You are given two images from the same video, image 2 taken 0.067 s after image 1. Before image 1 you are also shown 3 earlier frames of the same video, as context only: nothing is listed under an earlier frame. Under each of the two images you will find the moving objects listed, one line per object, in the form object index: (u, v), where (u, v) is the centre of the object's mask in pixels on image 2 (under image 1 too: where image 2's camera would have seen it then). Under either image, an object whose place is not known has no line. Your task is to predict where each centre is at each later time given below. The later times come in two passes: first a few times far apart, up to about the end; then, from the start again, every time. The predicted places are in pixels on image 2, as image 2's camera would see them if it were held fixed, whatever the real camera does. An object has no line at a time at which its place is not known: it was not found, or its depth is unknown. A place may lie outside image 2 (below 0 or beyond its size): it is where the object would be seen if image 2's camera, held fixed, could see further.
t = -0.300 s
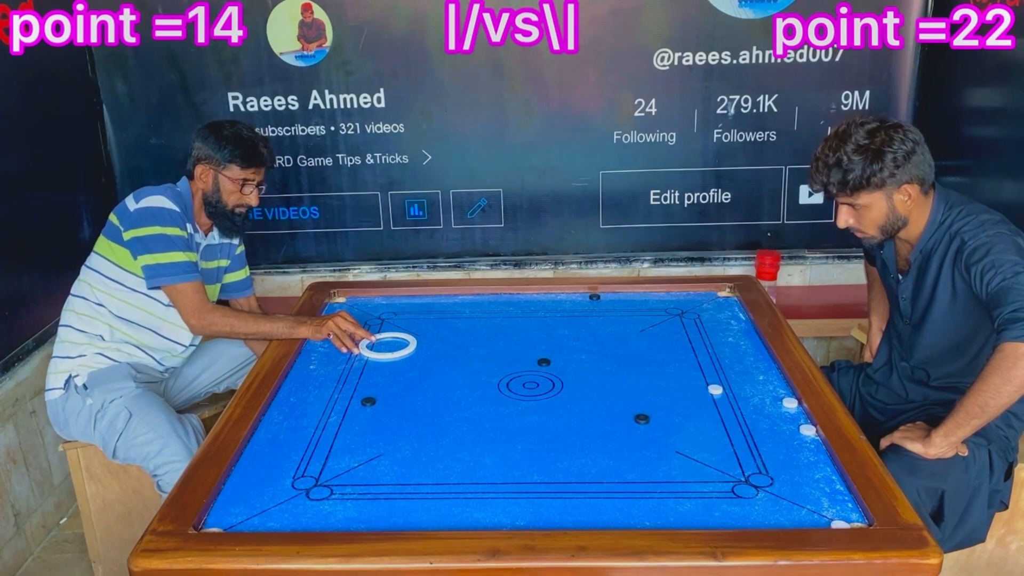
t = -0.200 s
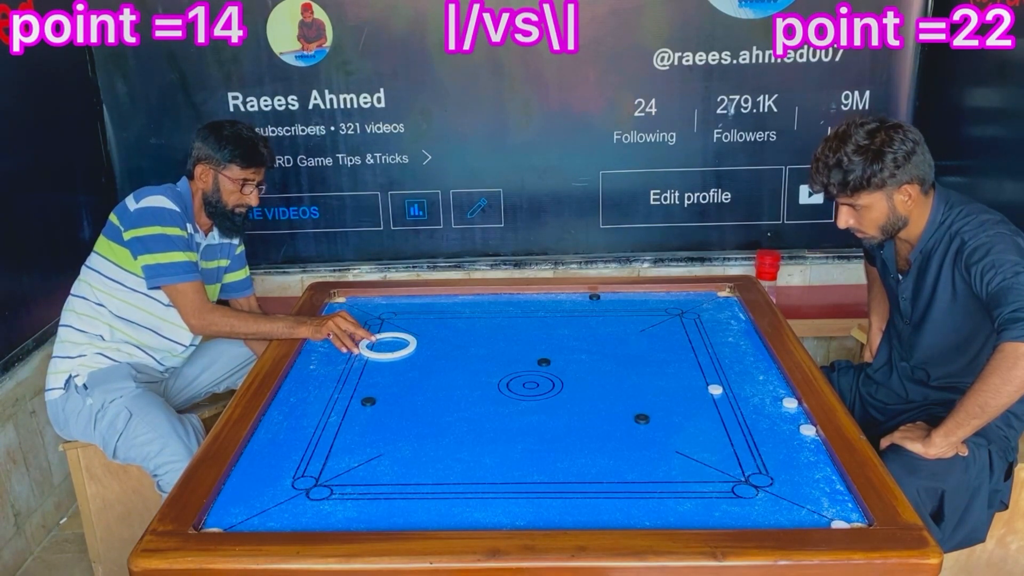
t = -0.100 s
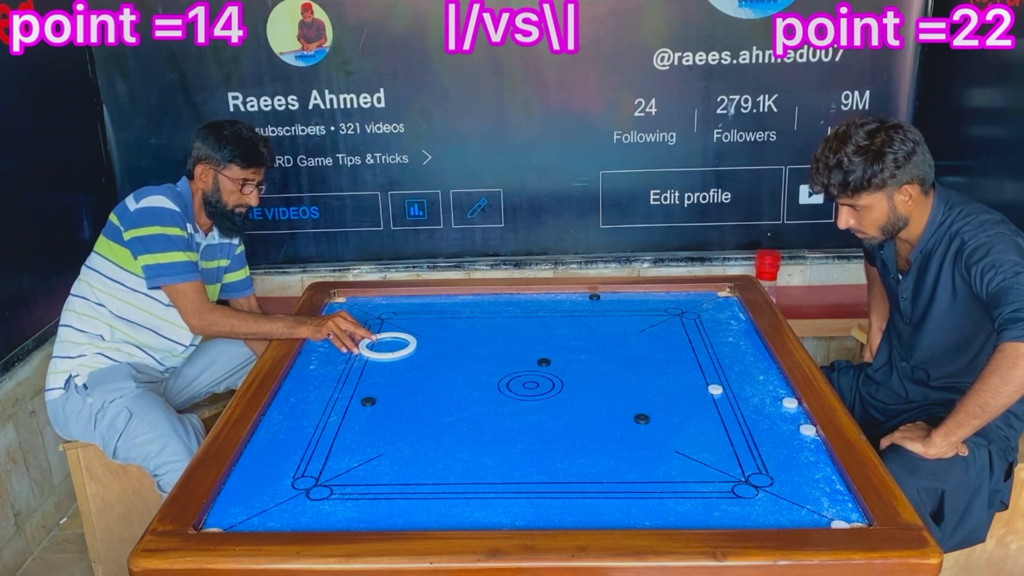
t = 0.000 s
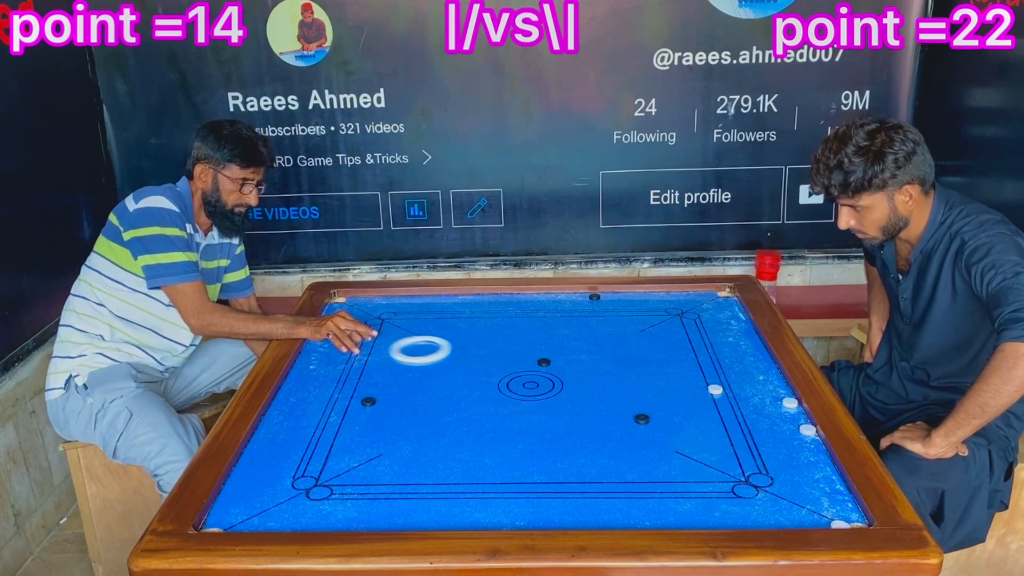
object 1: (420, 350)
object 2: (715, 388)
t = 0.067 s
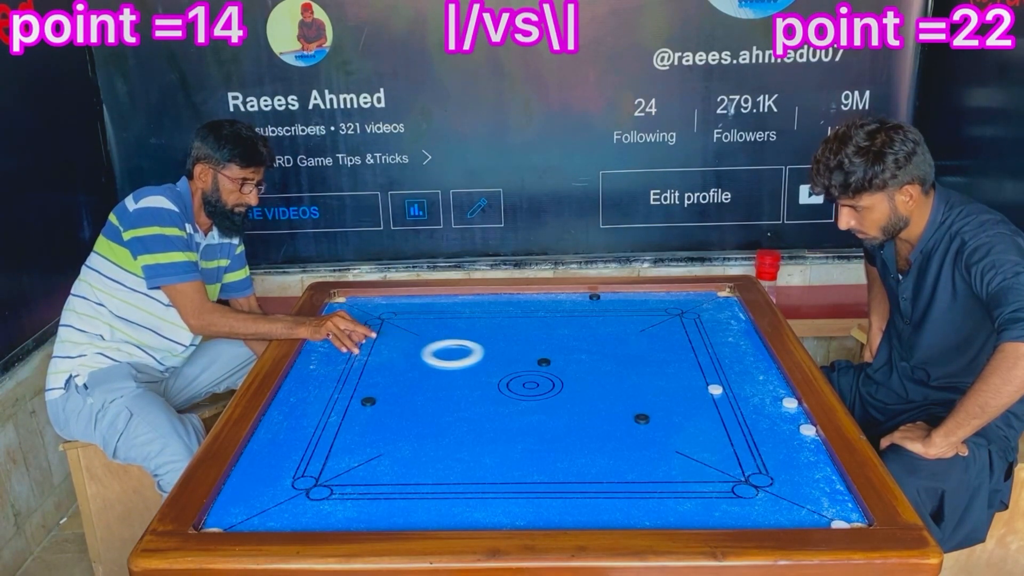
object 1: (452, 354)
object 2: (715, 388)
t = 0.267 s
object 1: (545, 365)
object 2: (715, 388)
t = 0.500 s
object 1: (645, 378)
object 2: (715, 388)
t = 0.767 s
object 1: (741, 388)
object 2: (774, 405)
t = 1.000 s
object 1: (742, 388)
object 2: (778, 436)
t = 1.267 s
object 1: (716, 387)
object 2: (777, 476)
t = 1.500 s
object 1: (700, 386)
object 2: (775, 512)
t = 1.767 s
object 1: (685, 385)
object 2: (766, 517)
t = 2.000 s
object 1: (676, 384)
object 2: (754, 494)
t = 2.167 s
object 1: (672, 384)
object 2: (746, 482)
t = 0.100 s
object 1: (469, 356)
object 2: (715, 388)
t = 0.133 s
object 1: (485, 358)
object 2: (715, 388)
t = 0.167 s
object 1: (502, 360)
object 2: (715, 388)
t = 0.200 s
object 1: (517, 362)
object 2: (715, 388)
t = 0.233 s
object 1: (531, 363)
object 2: (715, 388)
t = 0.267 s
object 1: (545, 365)
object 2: (715, 388)
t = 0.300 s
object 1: (559, 367)
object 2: (715, 388)
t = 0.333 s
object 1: (573, 369)
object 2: (715, 388)
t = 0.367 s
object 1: (587, 371)
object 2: (715, 388)
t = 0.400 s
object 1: (602, 372)
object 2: (715, 388)
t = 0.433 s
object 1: (616, 374)
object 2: (715, 388)
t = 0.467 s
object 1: (631, 376)
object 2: (715, 388)
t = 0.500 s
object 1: (645, 378)
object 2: (715, 388)
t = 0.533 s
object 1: (660, 380)
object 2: (715, 389)
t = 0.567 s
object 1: (675, 382)
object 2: (715, 389)
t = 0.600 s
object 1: (688, 383)
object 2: (729, 392)
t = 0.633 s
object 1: (700, 385)
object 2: (744, 394)
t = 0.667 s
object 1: (713, 386)
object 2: (760, 398)
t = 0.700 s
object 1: (725, 387)
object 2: (774, 401)
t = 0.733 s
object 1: (734, 388)
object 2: (770, 400)
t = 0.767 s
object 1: (741, 388)
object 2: (774, 405)
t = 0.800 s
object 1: (747, 389)
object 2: (776, 409)
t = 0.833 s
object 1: (752, 389)
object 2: (777, 413)
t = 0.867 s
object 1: (757, 389)
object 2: (777, 417)
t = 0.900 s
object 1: (753, 388)
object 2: (778, 421)
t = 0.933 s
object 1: (749, 388)
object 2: (779, 426)
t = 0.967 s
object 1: (745, 388)
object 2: (778, 431)
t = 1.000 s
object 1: (742, 388)
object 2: (778, 436)
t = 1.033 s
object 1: (738, 388)
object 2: (778, 441)
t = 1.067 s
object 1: (734, 388)
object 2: (778, 446)
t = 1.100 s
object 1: (731, 388)
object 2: (778, 451)
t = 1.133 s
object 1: (728, 387)
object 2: (778, 456)
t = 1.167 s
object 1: (725, 387)
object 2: (777, 461)
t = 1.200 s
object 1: (722, 387)
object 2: (777, 466)
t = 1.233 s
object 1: (719, 387)
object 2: (777, 471)
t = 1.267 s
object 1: (716, 387)
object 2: (777, 476)
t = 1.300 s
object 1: (714, 387)
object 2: (777, 481)
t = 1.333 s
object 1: (711, 386)
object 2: (777, 486)
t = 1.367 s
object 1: (709, 386)
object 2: (776, 492)
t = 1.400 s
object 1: (706, 386)
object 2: (776, 497)
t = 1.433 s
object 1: (704, 386)
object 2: (776, 502)
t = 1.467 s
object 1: (702, 386)
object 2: (776, 507)
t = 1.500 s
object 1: (700, 386)
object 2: (775, 512)
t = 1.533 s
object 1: (698, 386)
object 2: (775, 517)
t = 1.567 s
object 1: (696, 386)
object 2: (775, 521)
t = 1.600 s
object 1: (694, 386)
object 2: (775, 524)
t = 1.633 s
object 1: (692, 385)
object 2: (774, 527)
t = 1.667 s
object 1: (690, 385)
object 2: (772, 526)
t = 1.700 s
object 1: (688, 385)
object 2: (770, 524)
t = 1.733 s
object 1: (687, 385)
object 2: (768, 521)
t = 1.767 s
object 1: (685, 385)
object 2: (766, 517)
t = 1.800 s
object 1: (683, 385)
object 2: (764, 514)
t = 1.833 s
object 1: (682, 385)
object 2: (762, 510)
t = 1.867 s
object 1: (681, 385)
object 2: (760, 507)
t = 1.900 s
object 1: (679, 385)
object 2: (759, 504)
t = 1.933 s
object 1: (678, 385)
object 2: (757, 500)
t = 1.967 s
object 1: (677, 385)
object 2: (755, 497)
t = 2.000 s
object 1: (676, 384)
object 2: (754, 494)
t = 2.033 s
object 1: (675, 384)
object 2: (752, 492)
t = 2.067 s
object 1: (674, 384)
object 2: (750, 489)
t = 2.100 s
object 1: (673, 384)
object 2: (749, 486)
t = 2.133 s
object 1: (672, 384)
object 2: (747, 484)
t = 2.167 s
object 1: (672, 384)
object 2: (746, 482)
